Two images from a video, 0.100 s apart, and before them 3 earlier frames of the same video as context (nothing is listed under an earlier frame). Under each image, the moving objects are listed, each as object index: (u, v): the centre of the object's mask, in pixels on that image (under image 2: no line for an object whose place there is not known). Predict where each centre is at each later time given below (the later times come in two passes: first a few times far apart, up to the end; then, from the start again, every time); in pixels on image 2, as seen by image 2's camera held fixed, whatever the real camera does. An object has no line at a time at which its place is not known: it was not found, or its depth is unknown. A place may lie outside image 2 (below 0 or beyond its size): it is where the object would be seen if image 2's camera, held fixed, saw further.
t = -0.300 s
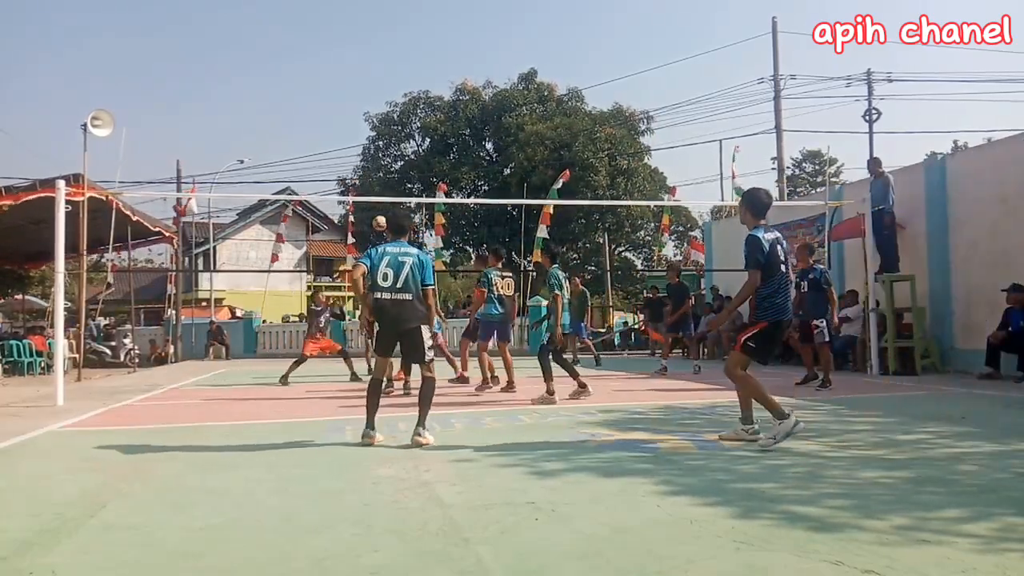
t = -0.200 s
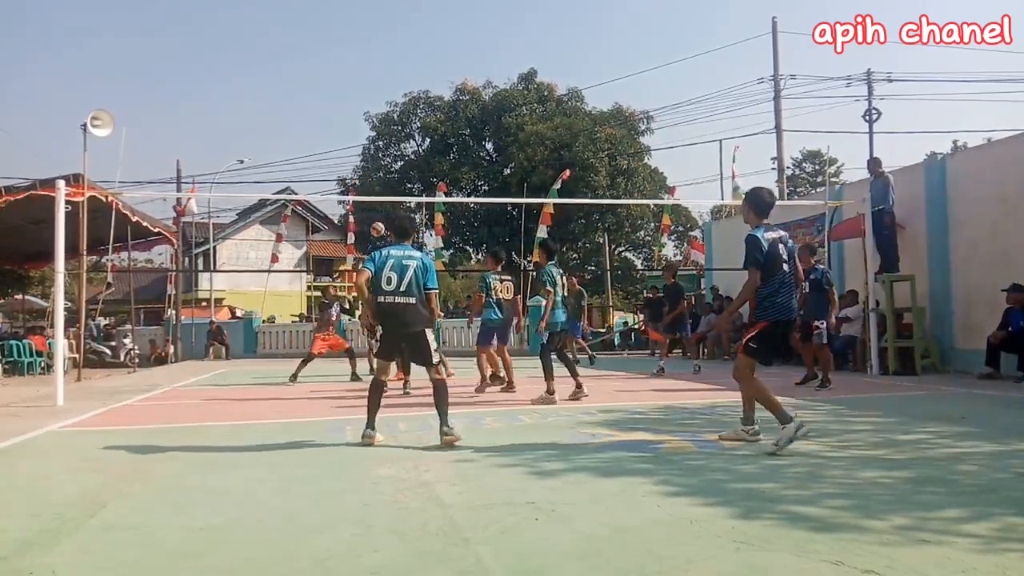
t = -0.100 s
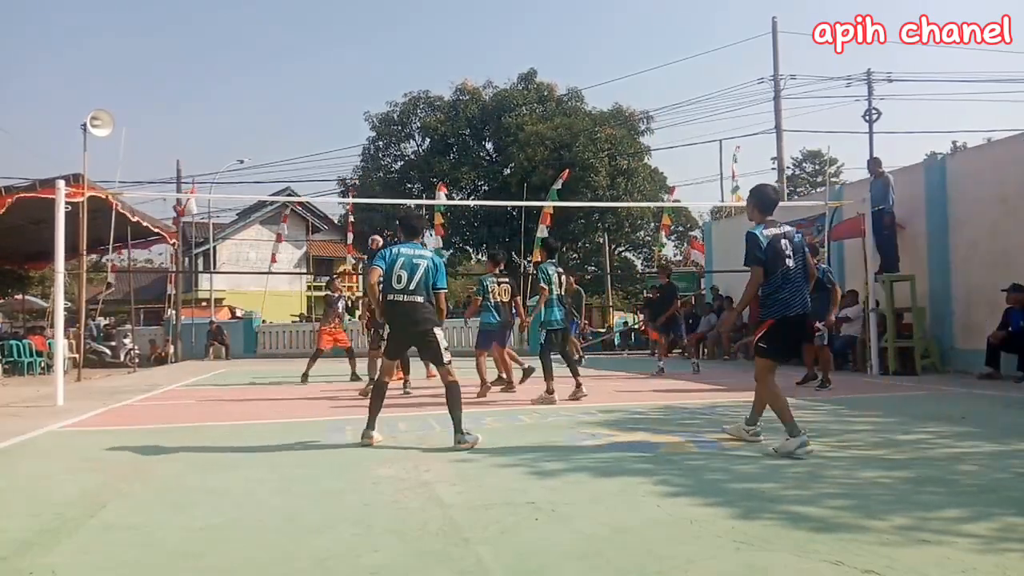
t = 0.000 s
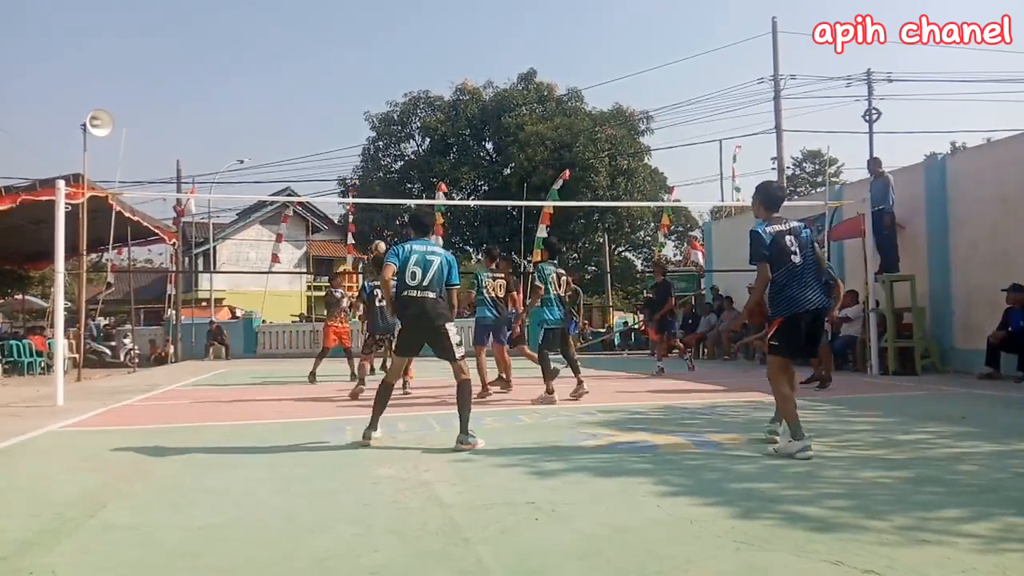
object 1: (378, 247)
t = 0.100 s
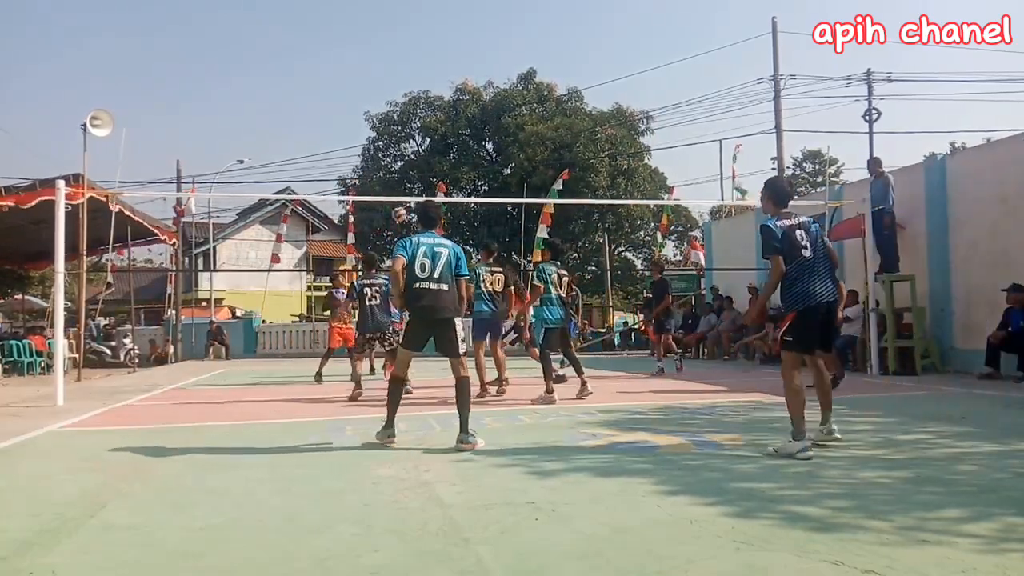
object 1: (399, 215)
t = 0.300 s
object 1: (447, 161)
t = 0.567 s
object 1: (530, 123)
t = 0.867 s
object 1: (662, 152)
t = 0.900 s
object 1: (680, 162)
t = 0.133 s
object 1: (407, 206)
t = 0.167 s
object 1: (415, 192)
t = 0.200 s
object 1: (422, 185)
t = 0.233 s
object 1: (430, 177)
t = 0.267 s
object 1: (438, 169)
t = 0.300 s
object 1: (447, 161)
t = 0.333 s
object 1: (456, 154)
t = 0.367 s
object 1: (465, 147)
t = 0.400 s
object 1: (475, 142)
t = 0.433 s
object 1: (485, 135)
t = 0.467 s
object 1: (495, 132)
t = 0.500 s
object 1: (506, 128)
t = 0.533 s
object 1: (517, 125)
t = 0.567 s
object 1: (530, 123)
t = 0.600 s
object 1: (542, 121)
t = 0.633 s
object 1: (554, 121)
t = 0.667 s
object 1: (567, 122)
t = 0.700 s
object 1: (581, 124)
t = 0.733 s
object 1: (597, 127)
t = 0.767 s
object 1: (611, 131)
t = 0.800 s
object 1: (628, 134)
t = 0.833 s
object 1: (644, 141)
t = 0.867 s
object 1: (662, 152)
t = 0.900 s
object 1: (680, 162)
